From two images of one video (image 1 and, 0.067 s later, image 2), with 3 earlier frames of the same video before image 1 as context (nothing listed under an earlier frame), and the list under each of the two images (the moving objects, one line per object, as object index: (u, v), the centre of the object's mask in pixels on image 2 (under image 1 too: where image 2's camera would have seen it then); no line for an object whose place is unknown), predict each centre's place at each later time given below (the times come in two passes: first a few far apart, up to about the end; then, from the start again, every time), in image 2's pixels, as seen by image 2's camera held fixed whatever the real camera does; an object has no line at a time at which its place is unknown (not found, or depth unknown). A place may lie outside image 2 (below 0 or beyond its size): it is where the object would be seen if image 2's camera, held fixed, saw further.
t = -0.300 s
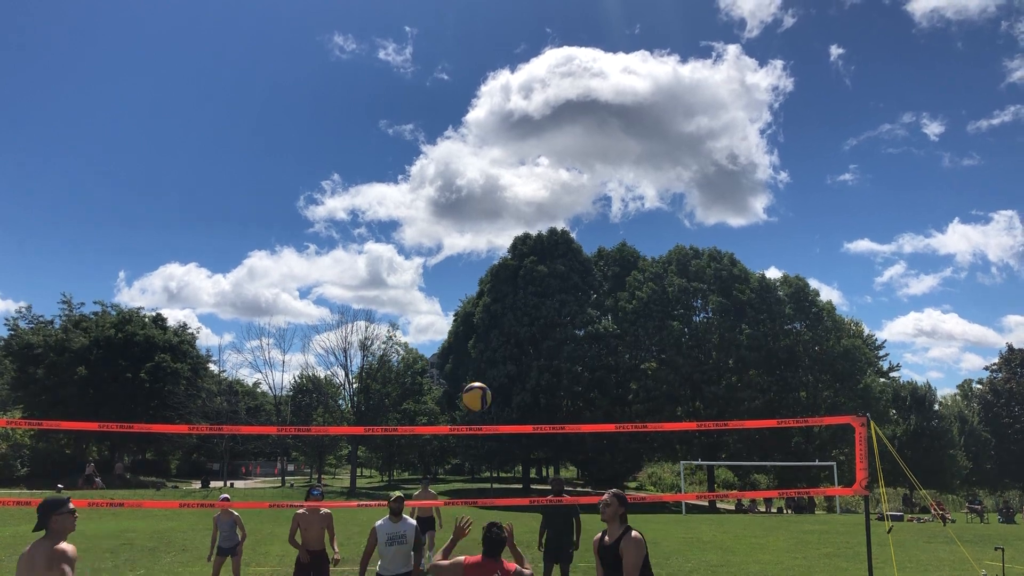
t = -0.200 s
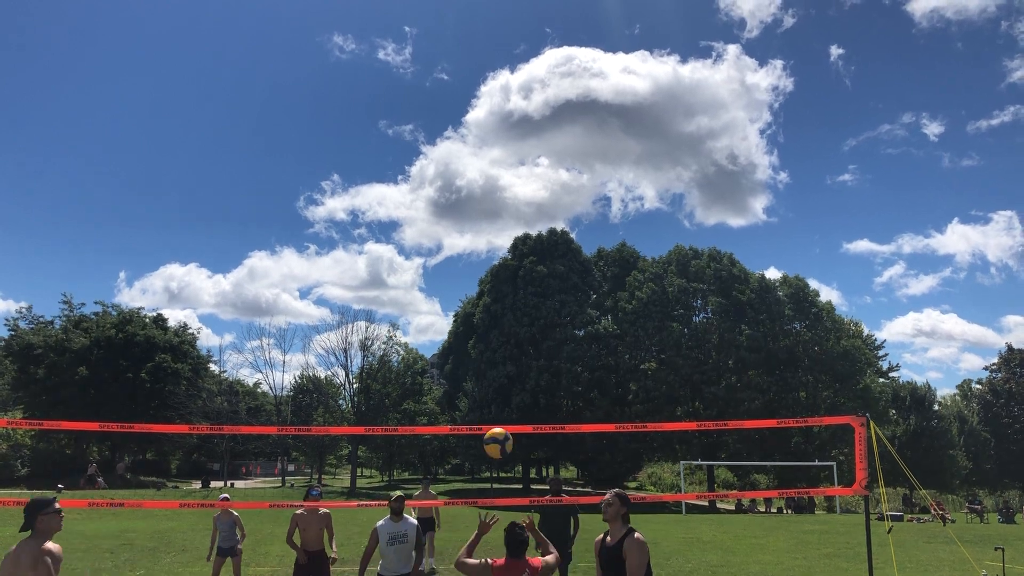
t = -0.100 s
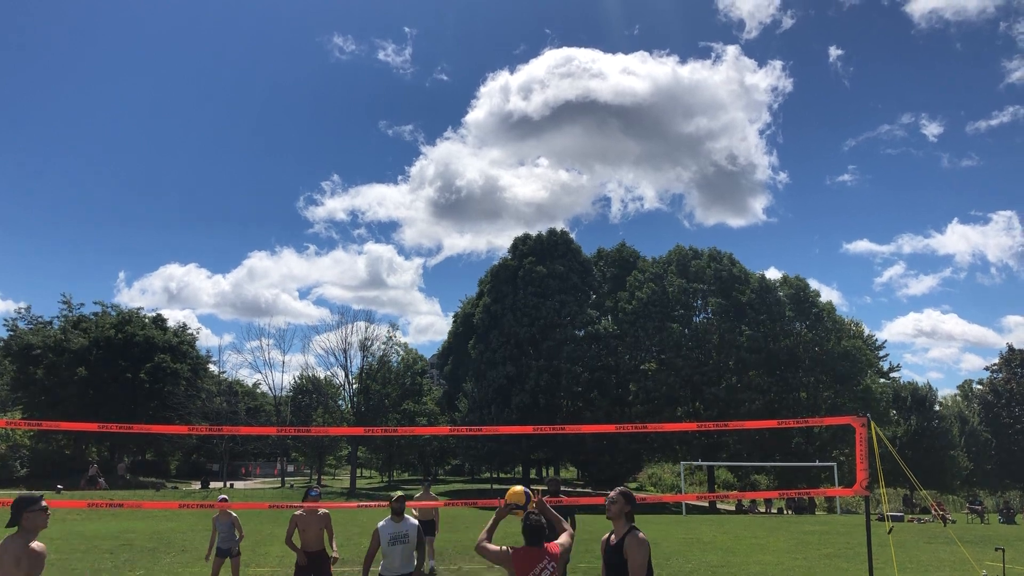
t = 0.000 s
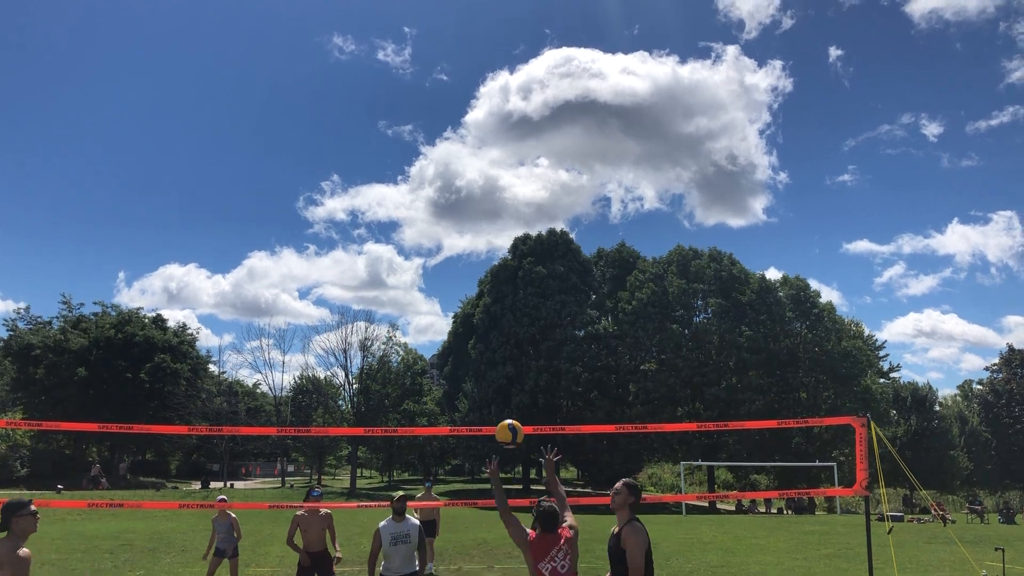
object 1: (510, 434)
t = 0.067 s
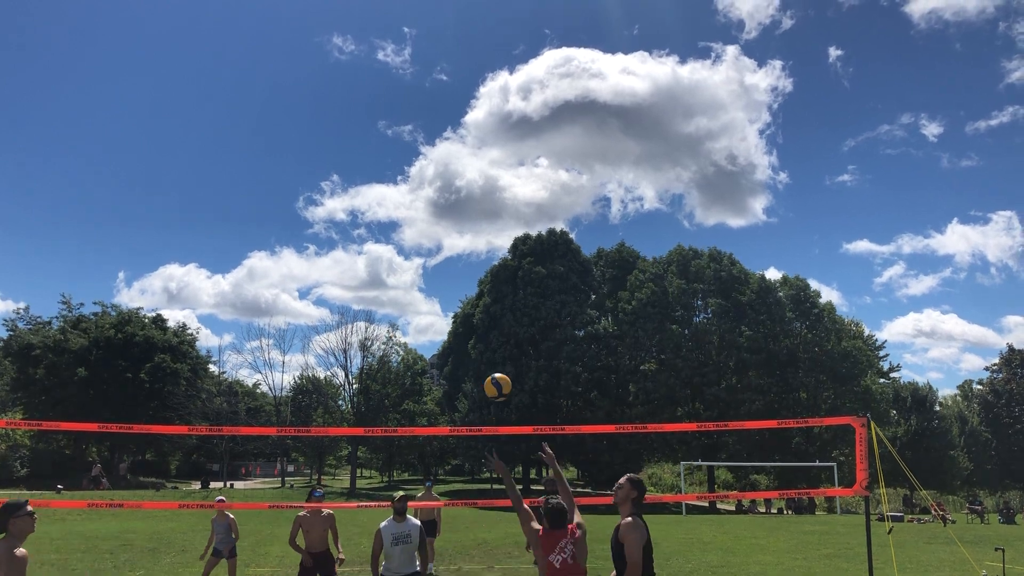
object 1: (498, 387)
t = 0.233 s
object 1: (470, 305)
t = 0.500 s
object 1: (429, 258)
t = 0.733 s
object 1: (395, 283)
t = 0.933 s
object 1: (368, 344)
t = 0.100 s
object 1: (492, 367)
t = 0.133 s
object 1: (486, 349)
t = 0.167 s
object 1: (481, 332)
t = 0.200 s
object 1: (476, 318)
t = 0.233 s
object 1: (470, 305)
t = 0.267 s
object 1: (465, 294)
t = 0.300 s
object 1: (460, 285)
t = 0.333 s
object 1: (454, 277)
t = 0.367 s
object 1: (449, 270)
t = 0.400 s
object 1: (444, 265)
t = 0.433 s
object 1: (439, 262)
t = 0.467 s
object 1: (434, 259)
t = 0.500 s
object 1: (429, 258)
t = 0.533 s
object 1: (424, 258)
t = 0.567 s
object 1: (419, 259)
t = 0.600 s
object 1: (414, 262)
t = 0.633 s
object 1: (409, 265)
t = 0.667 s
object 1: (404, 270)
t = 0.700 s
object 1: (399, 276)
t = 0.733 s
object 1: (395, 283)
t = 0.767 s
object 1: (390, 291)
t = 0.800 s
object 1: (385, 299)
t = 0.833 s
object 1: (381, 309)
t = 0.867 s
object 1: (376, 320)
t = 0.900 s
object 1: (372, 331)
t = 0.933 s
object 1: (368, 344)
